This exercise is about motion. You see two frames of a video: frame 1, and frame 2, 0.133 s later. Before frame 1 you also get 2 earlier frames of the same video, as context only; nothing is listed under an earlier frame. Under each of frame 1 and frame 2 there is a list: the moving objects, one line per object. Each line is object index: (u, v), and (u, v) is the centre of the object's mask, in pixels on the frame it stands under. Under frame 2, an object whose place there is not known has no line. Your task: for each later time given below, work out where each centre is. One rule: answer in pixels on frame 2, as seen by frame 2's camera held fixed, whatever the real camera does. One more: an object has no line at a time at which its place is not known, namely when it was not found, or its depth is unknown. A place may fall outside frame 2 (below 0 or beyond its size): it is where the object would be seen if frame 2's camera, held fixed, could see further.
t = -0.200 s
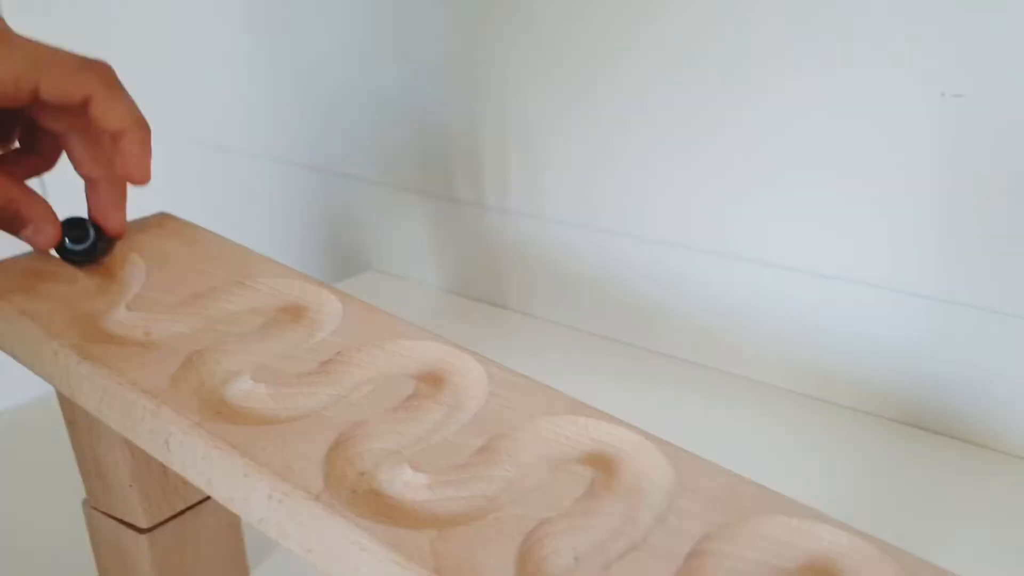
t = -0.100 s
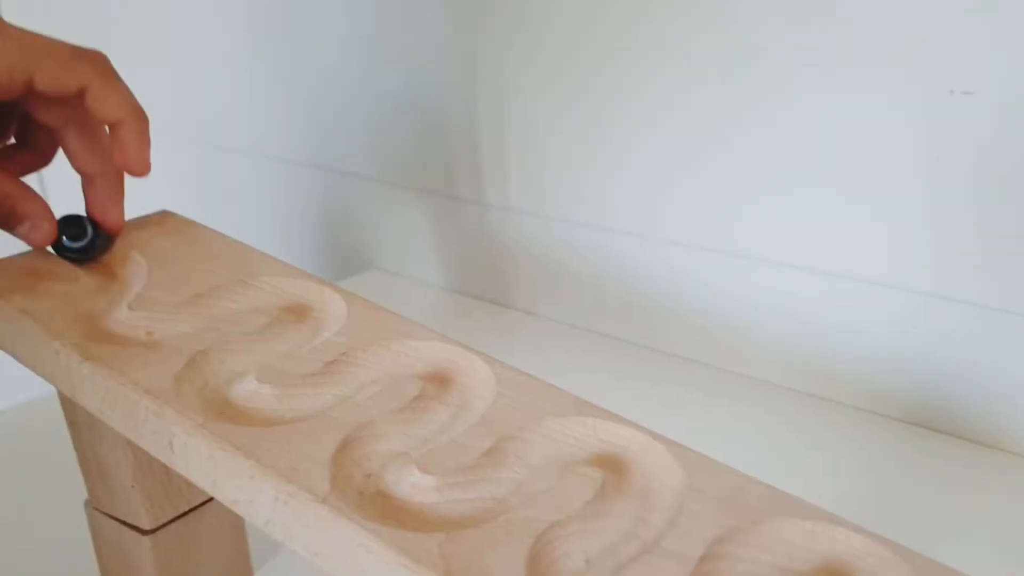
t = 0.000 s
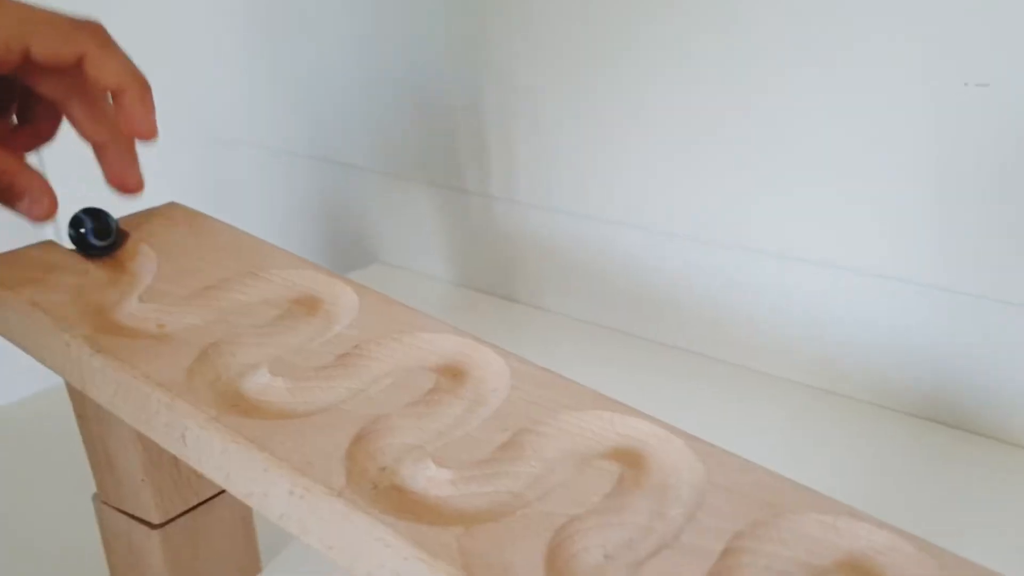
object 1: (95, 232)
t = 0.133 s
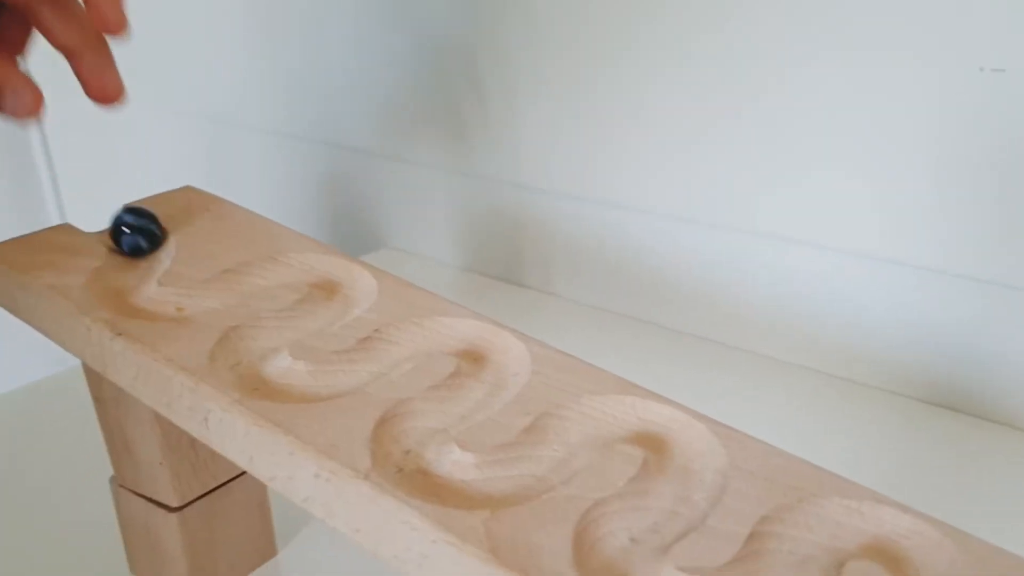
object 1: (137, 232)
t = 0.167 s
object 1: (145, 237)
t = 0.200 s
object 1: (146, 246)
